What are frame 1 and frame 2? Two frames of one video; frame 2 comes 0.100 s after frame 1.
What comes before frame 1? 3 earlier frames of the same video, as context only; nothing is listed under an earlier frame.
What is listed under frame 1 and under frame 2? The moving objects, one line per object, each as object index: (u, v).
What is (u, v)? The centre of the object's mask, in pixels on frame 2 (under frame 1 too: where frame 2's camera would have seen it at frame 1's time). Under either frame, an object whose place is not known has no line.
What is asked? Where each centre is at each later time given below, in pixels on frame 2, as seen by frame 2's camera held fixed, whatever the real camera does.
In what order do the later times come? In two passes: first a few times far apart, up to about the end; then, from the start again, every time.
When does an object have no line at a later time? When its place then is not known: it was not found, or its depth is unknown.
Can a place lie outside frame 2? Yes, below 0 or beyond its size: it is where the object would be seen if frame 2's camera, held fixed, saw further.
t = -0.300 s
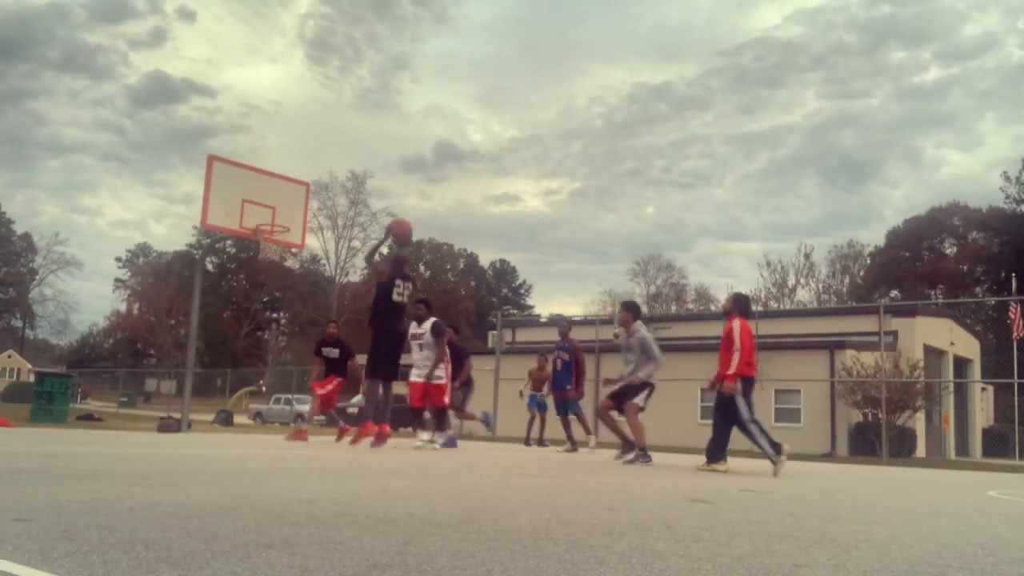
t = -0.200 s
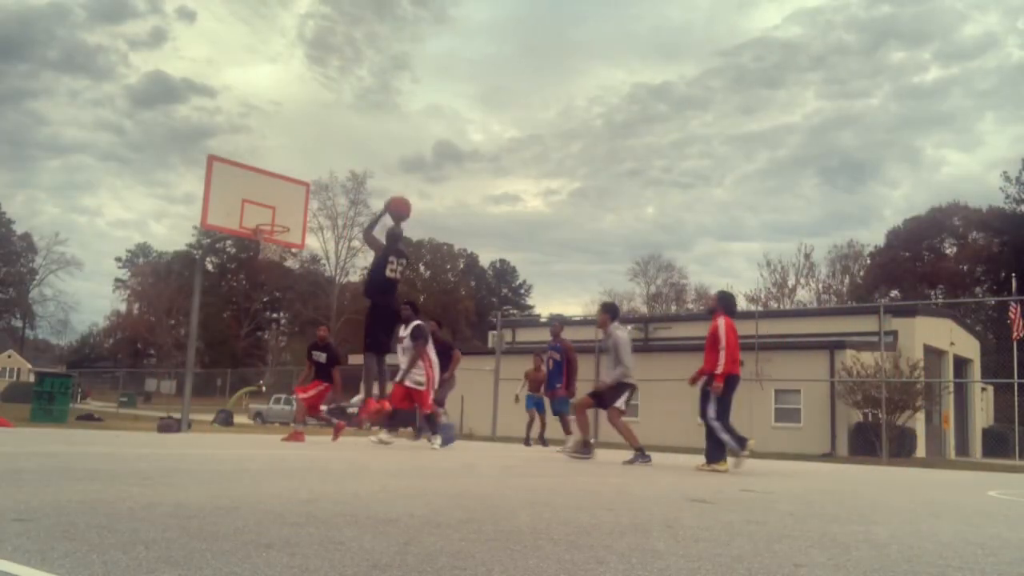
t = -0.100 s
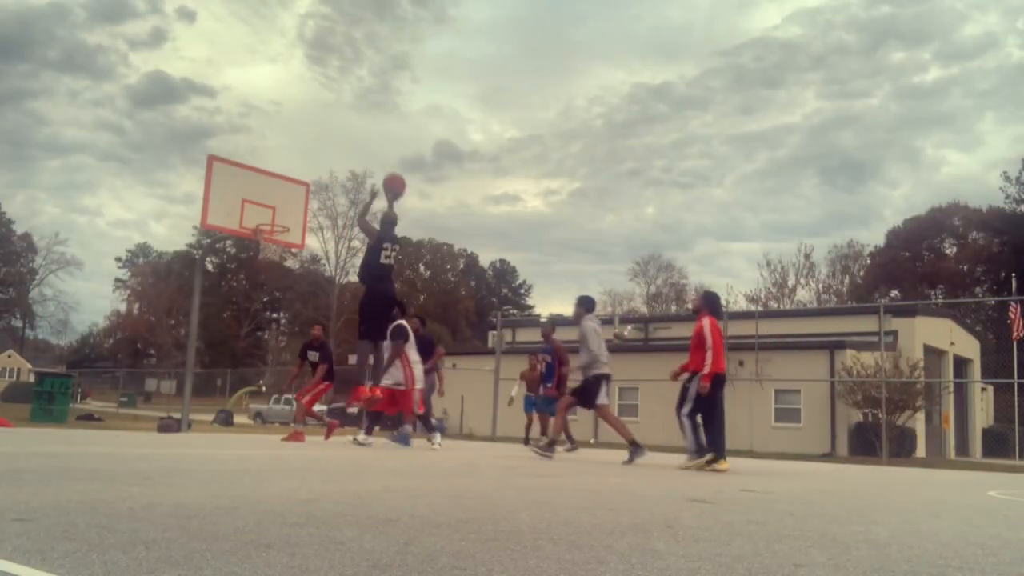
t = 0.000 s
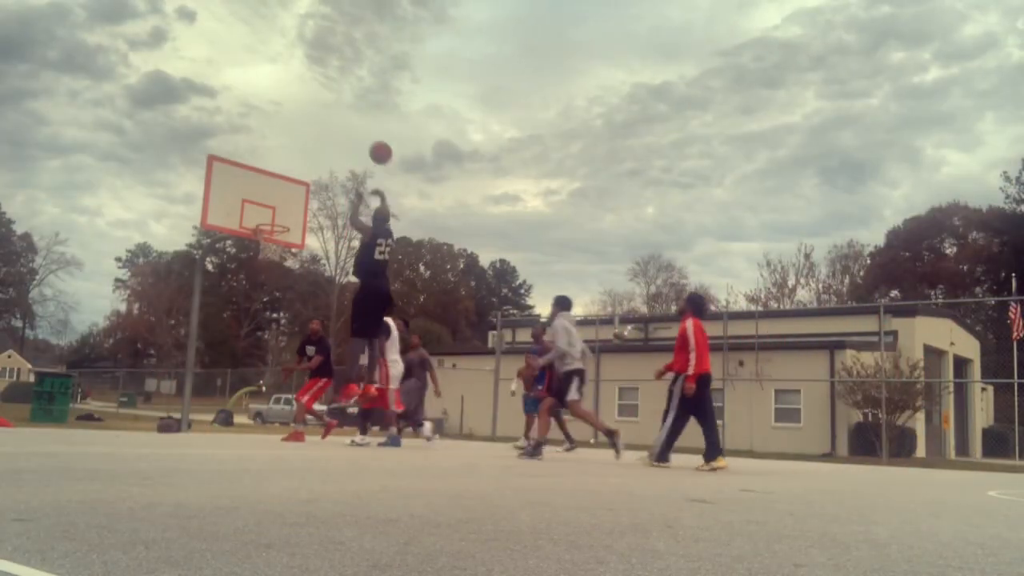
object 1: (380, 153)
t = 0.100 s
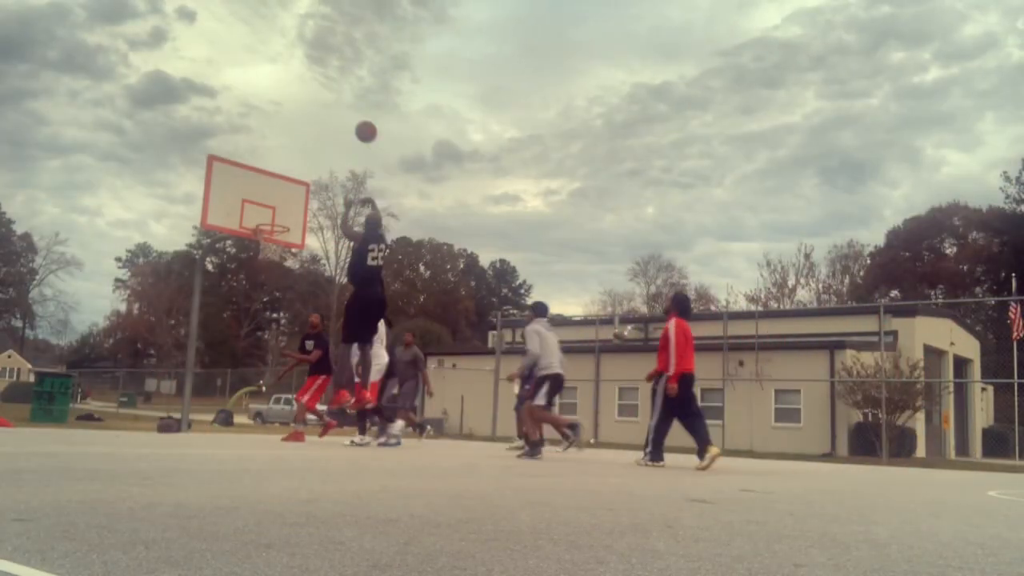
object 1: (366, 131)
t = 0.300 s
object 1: (339, 117)
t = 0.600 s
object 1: (302, 151)
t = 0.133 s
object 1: (361, 127)
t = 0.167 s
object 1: (356, 123)
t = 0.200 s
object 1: (352, 120)
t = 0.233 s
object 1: (347, 118)
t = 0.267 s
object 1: (343, 117)
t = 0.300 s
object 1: (339, 117)
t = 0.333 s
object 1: (335, 118)
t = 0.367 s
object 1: (330, 120)
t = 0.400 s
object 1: (326, 122)
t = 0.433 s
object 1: (322, 125)
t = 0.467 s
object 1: (318, 129)
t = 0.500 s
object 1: (314, 134)
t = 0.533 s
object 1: (310, 138)
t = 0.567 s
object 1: (306, 144)
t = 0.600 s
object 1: (302, 151)
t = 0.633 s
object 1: (298, 158)
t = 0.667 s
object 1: (294, 166)
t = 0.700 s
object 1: (291, 173)
